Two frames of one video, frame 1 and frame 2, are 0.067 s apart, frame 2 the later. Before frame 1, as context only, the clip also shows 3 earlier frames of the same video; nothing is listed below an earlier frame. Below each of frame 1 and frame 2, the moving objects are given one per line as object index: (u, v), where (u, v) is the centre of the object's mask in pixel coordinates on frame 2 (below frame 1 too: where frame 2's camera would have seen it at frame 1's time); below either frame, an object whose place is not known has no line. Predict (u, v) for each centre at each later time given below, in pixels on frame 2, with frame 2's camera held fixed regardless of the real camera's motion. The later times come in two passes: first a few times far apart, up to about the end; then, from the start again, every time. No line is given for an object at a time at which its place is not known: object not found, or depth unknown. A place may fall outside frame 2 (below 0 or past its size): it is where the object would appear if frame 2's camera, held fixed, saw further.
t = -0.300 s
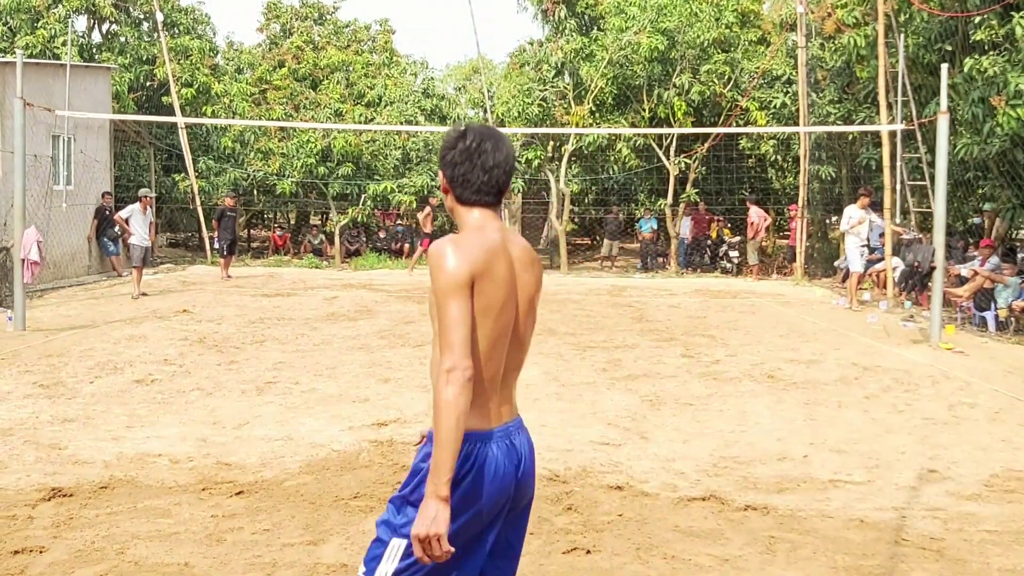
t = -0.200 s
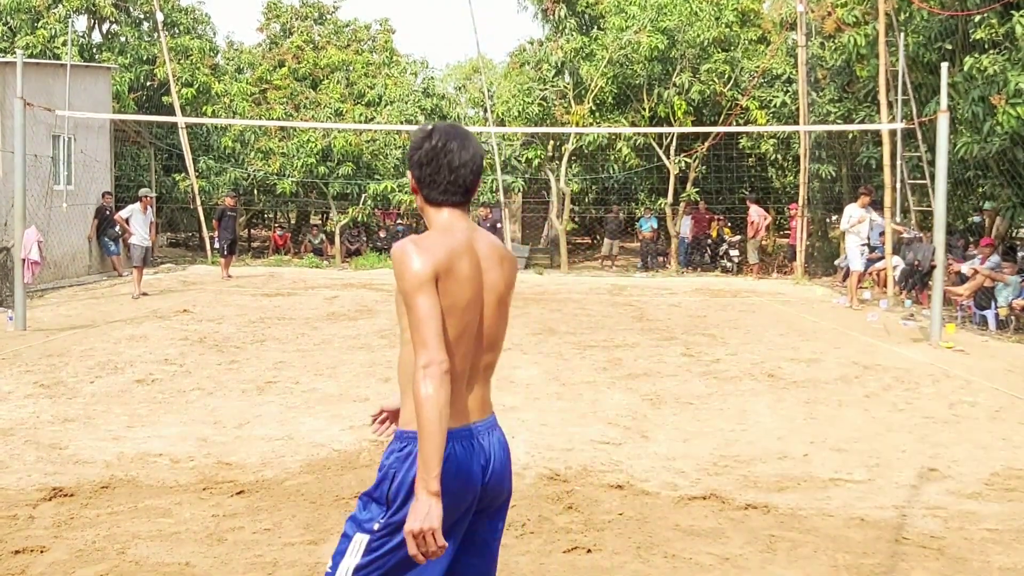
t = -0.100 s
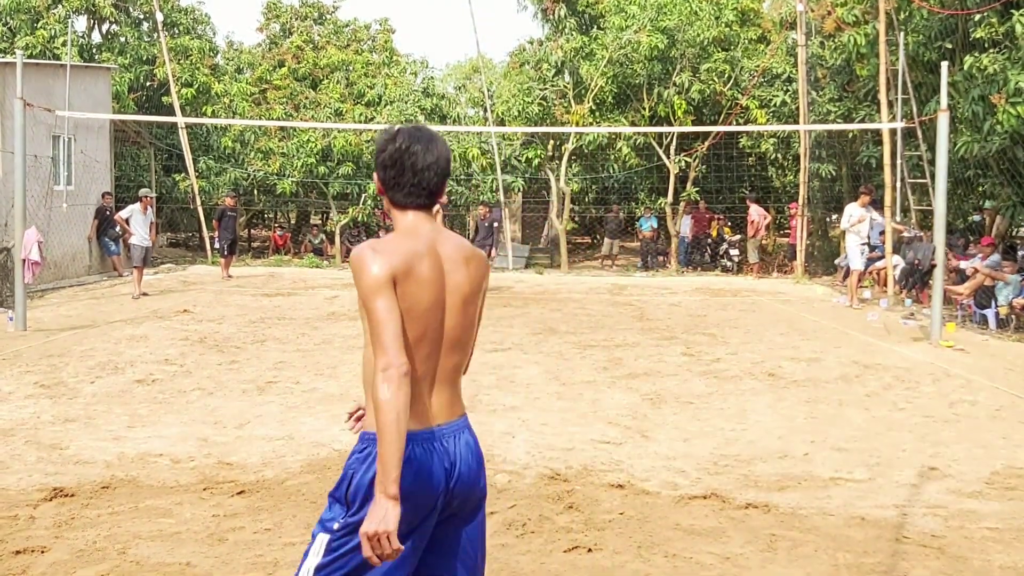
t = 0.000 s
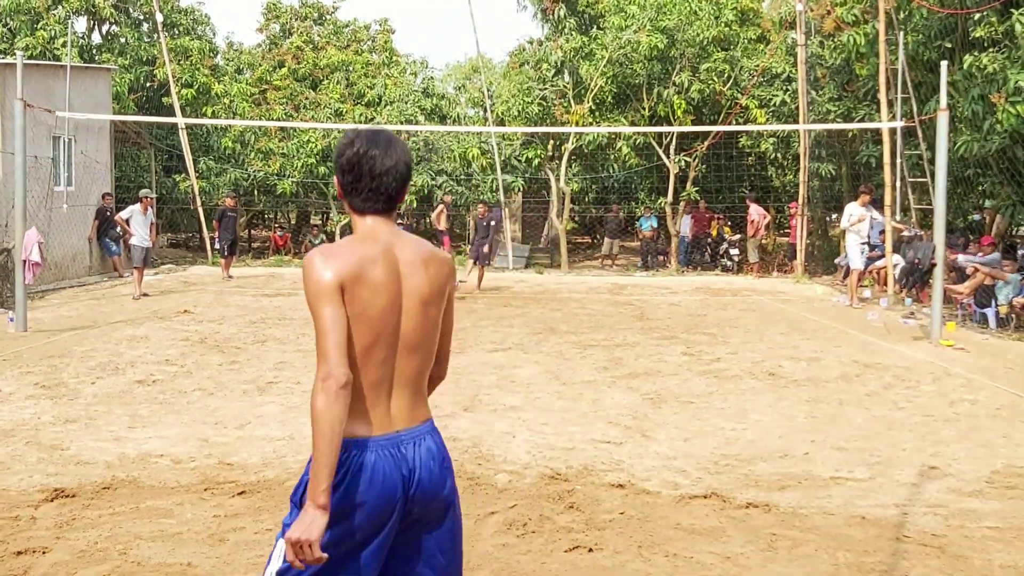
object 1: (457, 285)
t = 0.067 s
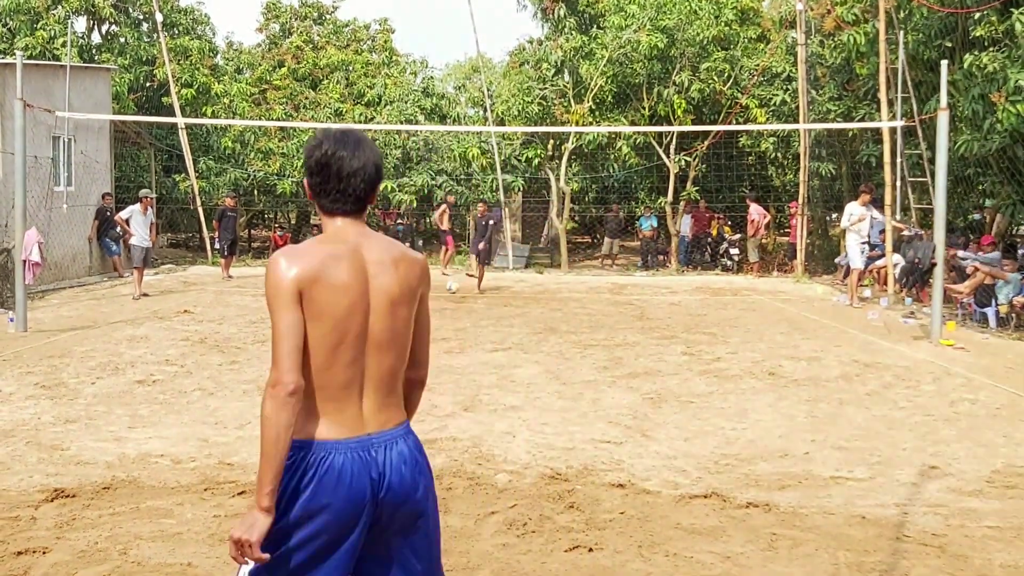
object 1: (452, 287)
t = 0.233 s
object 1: (449, 307)
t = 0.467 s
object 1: (453, 305)
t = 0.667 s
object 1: (456, 336)
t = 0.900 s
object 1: (458, 349)
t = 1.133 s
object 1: (459, 357)
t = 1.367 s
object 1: (459, 398)
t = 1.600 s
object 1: (462, 430)
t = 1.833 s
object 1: (466, 496)
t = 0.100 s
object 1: (451, 289)
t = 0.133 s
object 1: (451, 292)
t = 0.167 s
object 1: (450, 296)
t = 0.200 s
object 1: (450, 301)
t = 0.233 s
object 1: (449, 307)
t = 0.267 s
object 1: (449, 313)
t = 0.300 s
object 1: (449, 309)
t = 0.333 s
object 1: (450, 307)
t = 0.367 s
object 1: (450, 305)
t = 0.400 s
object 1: (451, 304)
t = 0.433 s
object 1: (452, 304)
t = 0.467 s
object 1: (453, 305)
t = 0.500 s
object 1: (453, 307)
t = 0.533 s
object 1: (453, 311)
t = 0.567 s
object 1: (454, 315)
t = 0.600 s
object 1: (455, 321)
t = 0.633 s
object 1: (455, 327)
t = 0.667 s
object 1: (456, 336)
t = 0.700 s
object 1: (457, 340)
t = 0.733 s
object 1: (457, 339)
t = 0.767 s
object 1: (457, 339)
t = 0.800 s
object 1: (458, 339)
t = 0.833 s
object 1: (458, 341)
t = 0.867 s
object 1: (458, 344)
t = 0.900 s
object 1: (458, 349)
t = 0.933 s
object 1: (458, 355)
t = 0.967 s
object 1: (459, 362)
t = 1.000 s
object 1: (459, 366)
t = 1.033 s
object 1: (459, 361)
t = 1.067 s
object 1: (459, 358)
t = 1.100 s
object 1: (459, 357)
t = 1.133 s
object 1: (459, 357)
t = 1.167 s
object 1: (459, 358)
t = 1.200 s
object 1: (459, 360)
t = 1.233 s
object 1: (459, 364)
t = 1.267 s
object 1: (459, 370)
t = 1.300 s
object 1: (459, 377)
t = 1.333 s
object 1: (459, 386)
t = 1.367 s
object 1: (459, 398)
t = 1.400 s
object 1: (459, 410)
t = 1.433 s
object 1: (460, 409)
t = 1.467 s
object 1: (460, 409)
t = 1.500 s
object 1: (460, 412)
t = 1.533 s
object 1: (461, 415)
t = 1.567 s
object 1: (461, 421)
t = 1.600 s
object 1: (462, 430)
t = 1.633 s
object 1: (462, 441)
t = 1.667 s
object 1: (463, 453)
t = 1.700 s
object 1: (463, 461)
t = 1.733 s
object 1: (464, 467)
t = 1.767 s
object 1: (464, 477)
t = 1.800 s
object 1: (465, 488)
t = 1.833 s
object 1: (466, 496)
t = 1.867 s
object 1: (466, 502)
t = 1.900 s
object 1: (466, 510)
